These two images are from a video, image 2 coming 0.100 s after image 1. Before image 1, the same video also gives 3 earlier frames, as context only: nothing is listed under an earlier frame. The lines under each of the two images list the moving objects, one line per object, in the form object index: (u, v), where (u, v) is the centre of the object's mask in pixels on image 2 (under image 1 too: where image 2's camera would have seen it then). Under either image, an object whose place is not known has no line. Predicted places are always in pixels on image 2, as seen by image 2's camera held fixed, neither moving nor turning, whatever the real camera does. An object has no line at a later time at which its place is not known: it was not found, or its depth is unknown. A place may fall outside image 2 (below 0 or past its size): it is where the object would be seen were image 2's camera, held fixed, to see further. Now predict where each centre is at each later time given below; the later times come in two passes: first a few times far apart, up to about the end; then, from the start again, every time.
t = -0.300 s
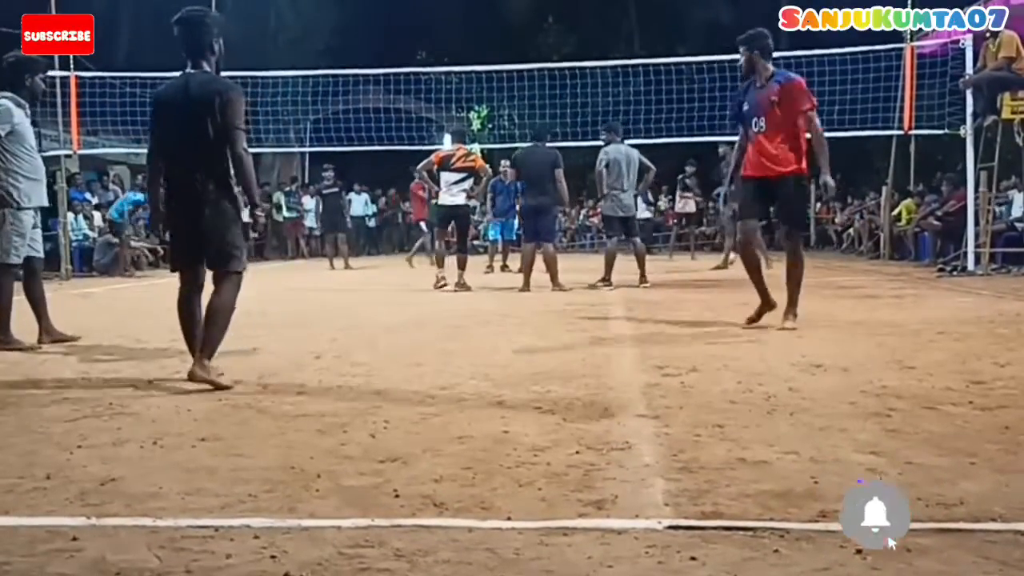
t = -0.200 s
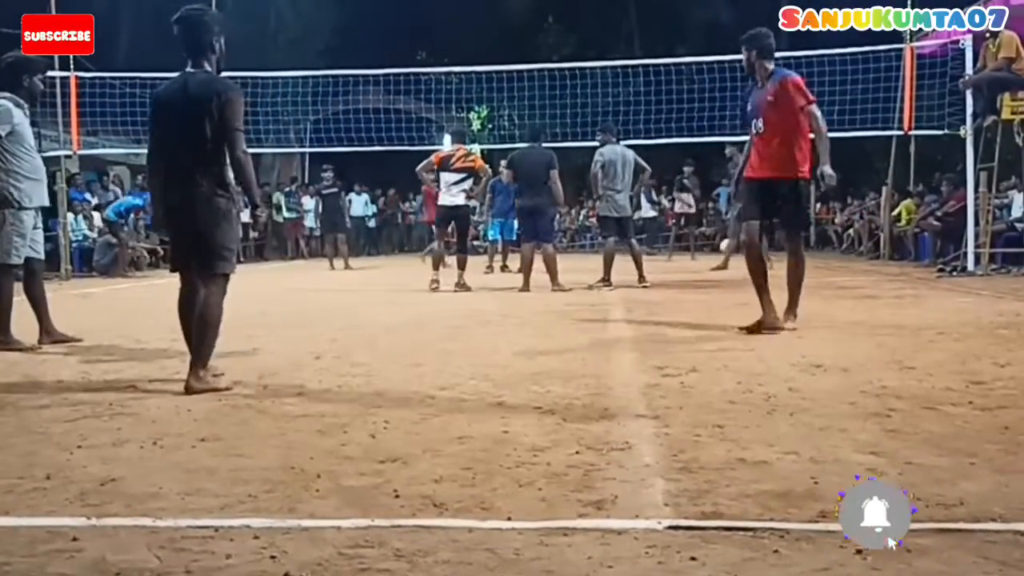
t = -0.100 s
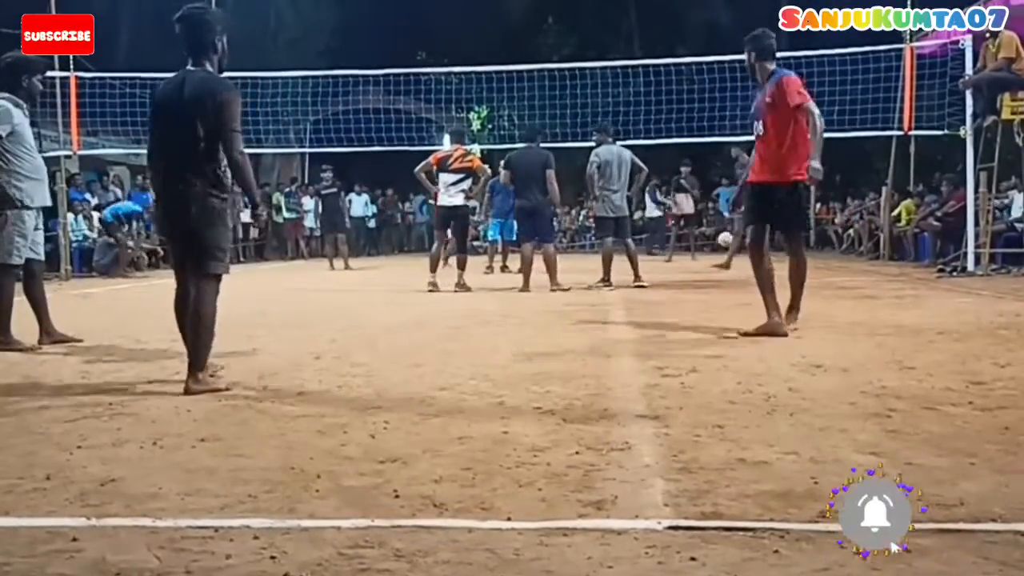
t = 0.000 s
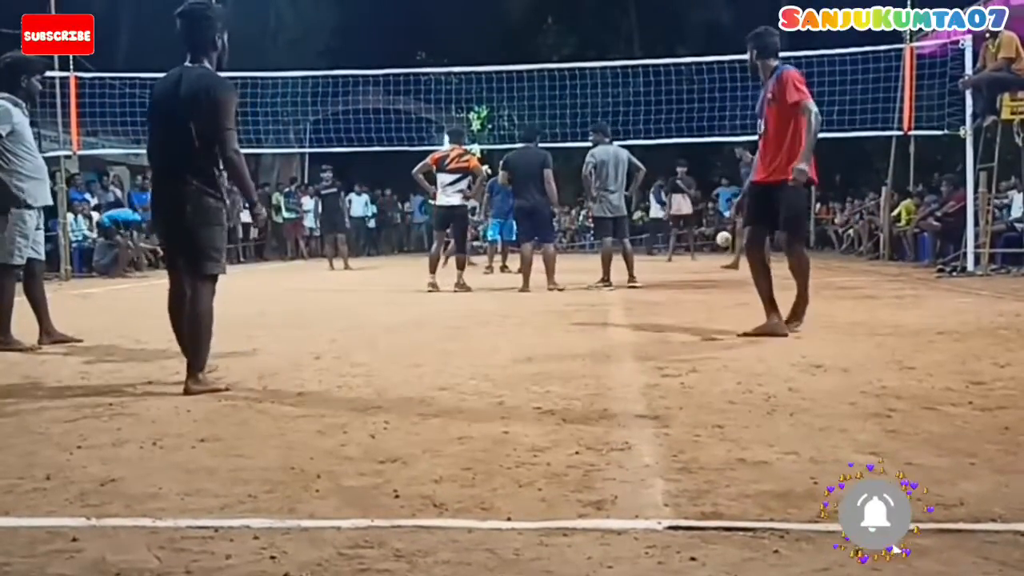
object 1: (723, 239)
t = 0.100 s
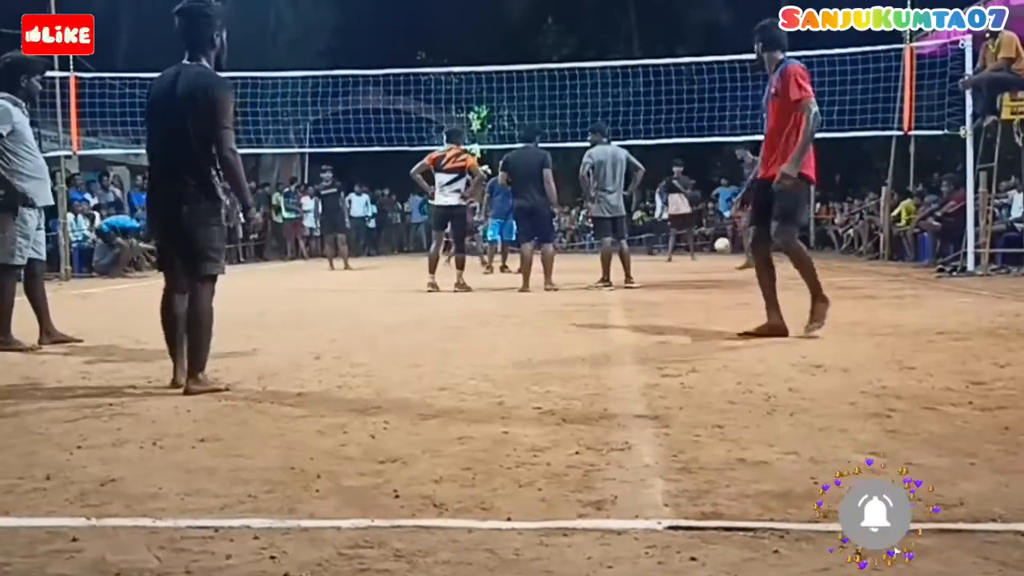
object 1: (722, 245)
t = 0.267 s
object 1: (718, 254)
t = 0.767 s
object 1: (705, 253)
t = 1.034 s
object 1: (698, 270)
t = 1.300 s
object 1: (688, 257)
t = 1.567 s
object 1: (678, 268)
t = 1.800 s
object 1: (668, 270)
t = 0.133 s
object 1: (722, 249)
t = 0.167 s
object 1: (721, 253)
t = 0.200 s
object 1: (721, 259)
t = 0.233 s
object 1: (720, 262)
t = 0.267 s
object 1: (718, 254)
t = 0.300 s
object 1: (718, 251)
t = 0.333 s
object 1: (717, 250)
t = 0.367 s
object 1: (716, 248)
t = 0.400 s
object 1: (715, 248)
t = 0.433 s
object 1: (714, 249)
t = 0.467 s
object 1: (713, 250)
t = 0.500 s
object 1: (712, 252)
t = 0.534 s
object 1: (712, 255)
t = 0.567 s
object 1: (710, 260)
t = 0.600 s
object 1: (710, 264)
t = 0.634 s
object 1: (708, 267)
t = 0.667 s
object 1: (708, 261)
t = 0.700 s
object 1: (707, 258)
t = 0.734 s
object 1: (706, 255)
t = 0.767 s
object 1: (705, 253)
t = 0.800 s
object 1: (704, 251)
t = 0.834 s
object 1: (703, 251)
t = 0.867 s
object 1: (702, 252)
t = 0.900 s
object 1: (701, 253)
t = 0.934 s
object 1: (700, 256)
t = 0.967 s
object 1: (700, 259)
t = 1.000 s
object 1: (698, 264)
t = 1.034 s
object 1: (698, 270)
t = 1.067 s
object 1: (697, 271)
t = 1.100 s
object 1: (695, 265)
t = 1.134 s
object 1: (694, 261)
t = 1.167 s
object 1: (693, 258)
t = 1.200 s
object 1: (692, 256)
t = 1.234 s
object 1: (690, 254)
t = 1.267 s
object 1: (689, 255)
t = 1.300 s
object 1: (688, 257)
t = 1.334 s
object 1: (686, 260)
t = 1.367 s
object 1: (685, 264)
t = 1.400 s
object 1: (684, 270)
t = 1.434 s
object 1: (684, 277)
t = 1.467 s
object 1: (681, 278)
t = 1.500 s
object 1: (681, 278)
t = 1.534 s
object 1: (679, 272)
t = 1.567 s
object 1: (678, 268)
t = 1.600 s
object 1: (677, 265)
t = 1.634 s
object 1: (675, 263)
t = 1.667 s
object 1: (674, 262)
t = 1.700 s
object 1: (672, 263)
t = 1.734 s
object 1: (671, 264)
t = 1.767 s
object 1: (669, 266)
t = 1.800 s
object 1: (668, 270)
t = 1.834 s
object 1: (667, 274)
